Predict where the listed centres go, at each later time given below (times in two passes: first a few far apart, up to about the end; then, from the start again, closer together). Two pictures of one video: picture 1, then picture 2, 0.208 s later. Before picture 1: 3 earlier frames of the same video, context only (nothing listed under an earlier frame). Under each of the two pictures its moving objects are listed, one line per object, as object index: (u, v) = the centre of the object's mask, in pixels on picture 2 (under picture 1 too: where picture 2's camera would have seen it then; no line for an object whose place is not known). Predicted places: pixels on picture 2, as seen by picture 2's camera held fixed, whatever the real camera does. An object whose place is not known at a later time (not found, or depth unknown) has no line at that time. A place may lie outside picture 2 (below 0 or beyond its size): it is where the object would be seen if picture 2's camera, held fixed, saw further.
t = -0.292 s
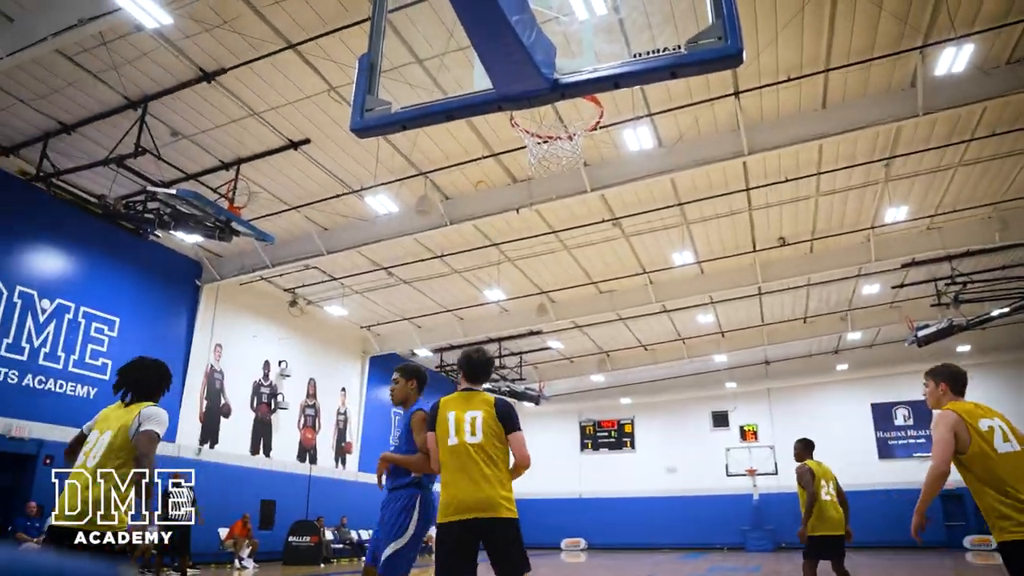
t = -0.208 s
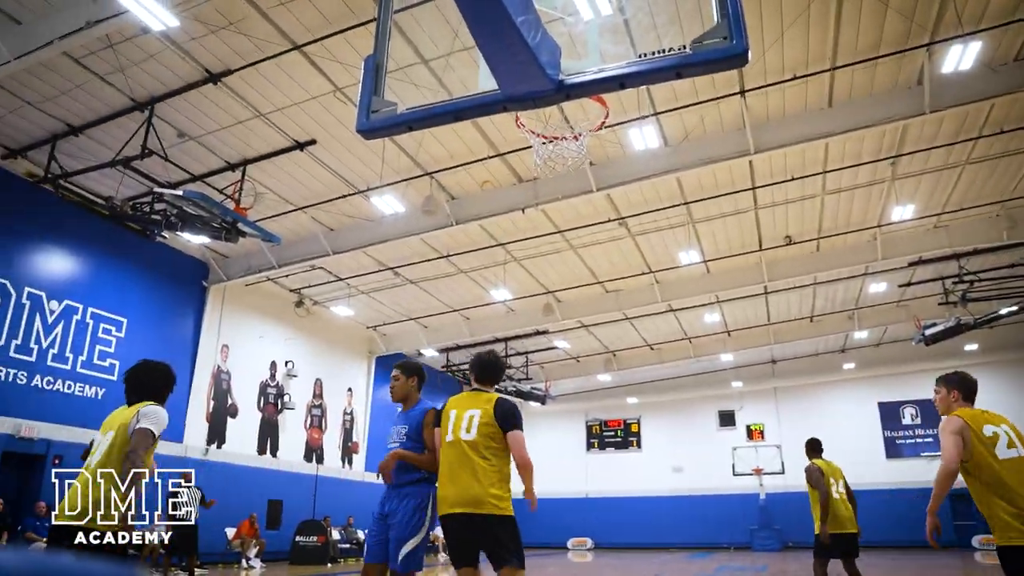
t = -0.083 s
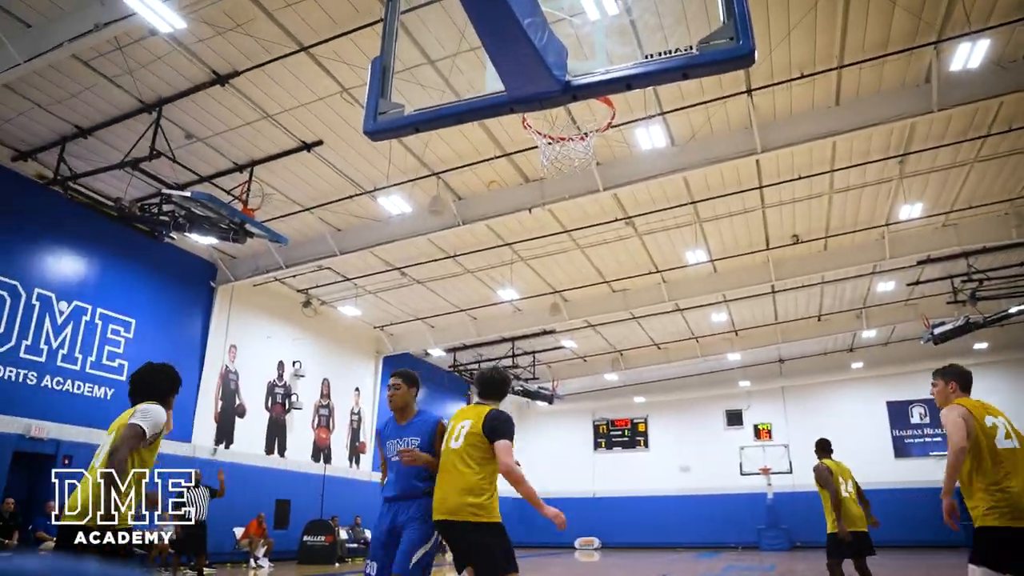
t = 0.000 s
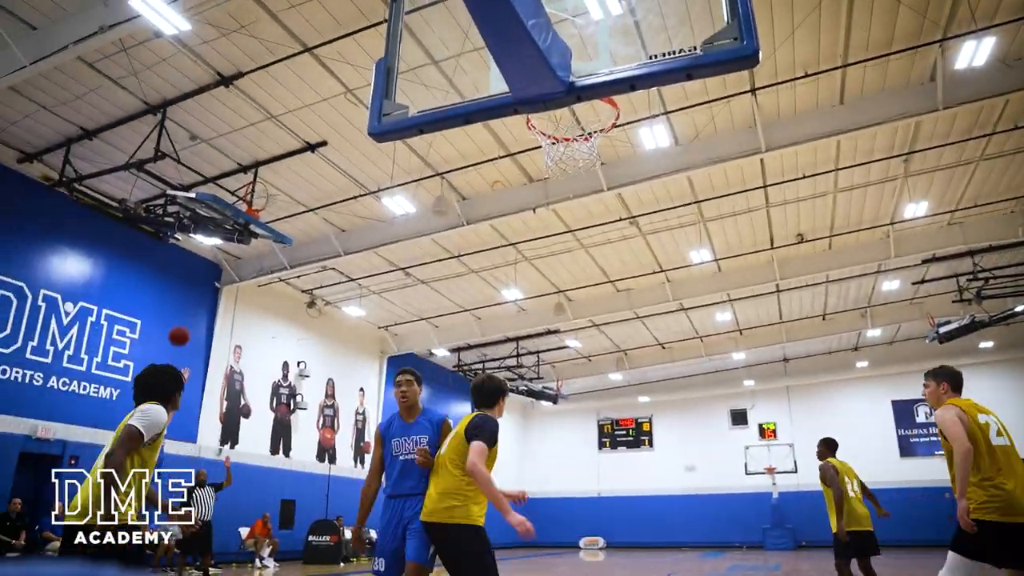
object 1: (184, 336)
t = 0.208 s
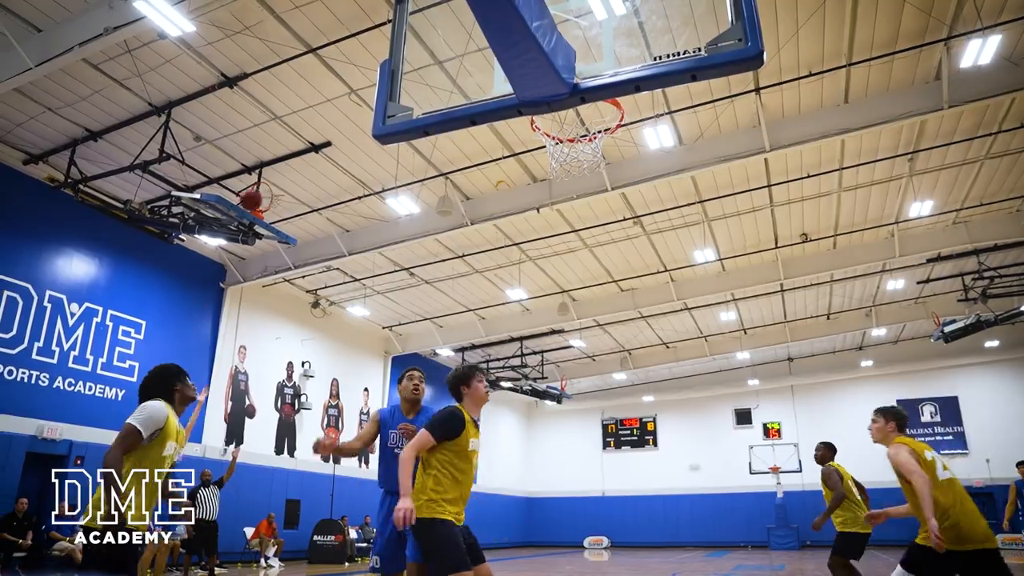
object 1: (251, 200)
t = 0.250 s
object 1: (267, 174)
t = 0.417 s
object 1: (329, 101)
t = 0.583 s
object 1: (410, 59)
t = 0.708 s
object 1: (474, 56)
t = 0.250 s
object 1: (267, 174)
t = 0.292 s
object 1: (280, 155)
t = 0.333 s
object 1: (297, 133)
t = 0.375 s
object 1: (310, 118)
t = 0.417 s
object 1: (329, 101)
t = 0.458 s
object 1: (344, 89)
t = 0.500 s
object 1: (364, 75)
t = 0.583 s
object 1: (410, 59)
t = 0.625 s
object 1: (423, 55)
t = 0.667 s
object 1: (451, 53)
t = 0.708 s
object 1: (474, 56)
